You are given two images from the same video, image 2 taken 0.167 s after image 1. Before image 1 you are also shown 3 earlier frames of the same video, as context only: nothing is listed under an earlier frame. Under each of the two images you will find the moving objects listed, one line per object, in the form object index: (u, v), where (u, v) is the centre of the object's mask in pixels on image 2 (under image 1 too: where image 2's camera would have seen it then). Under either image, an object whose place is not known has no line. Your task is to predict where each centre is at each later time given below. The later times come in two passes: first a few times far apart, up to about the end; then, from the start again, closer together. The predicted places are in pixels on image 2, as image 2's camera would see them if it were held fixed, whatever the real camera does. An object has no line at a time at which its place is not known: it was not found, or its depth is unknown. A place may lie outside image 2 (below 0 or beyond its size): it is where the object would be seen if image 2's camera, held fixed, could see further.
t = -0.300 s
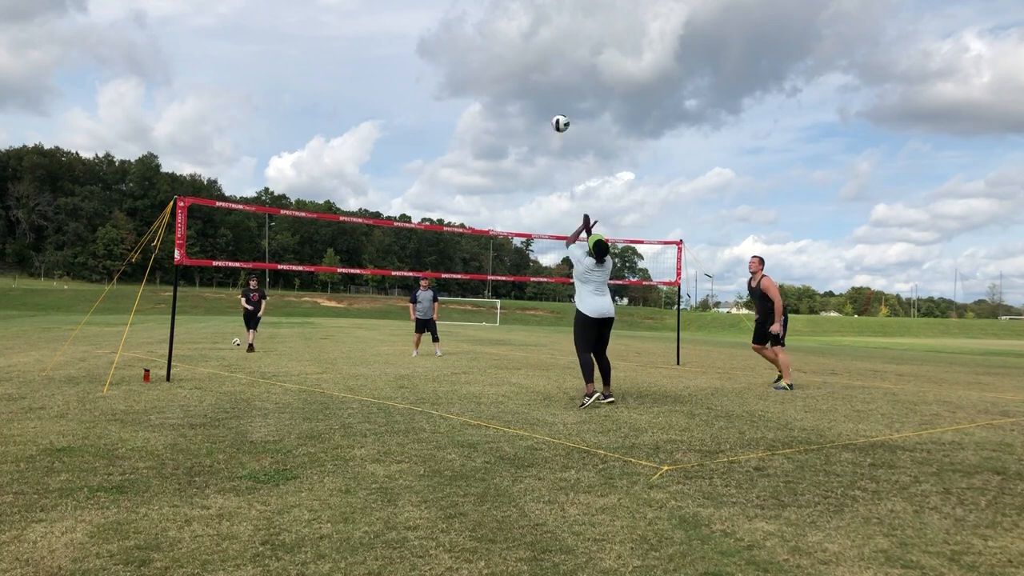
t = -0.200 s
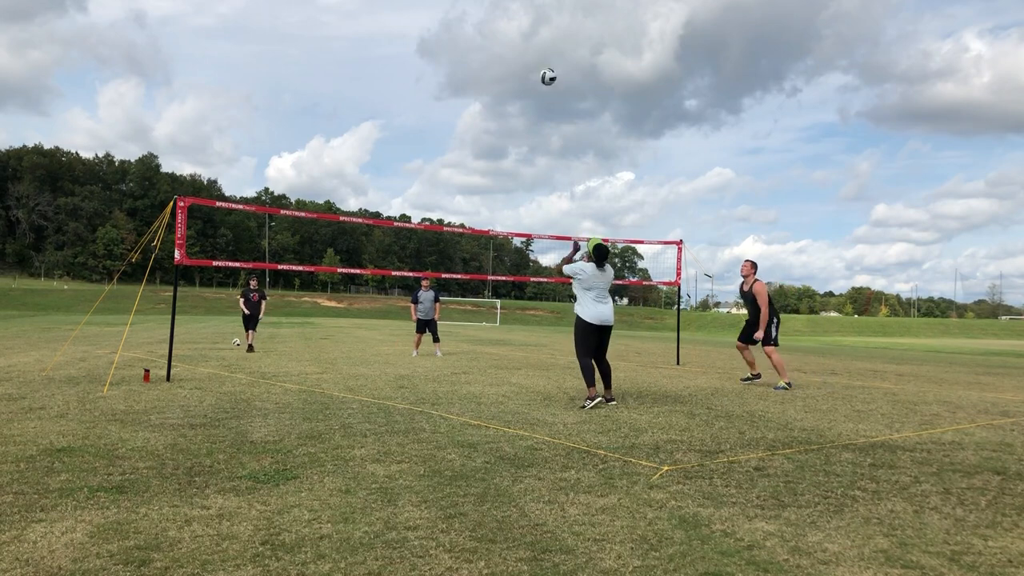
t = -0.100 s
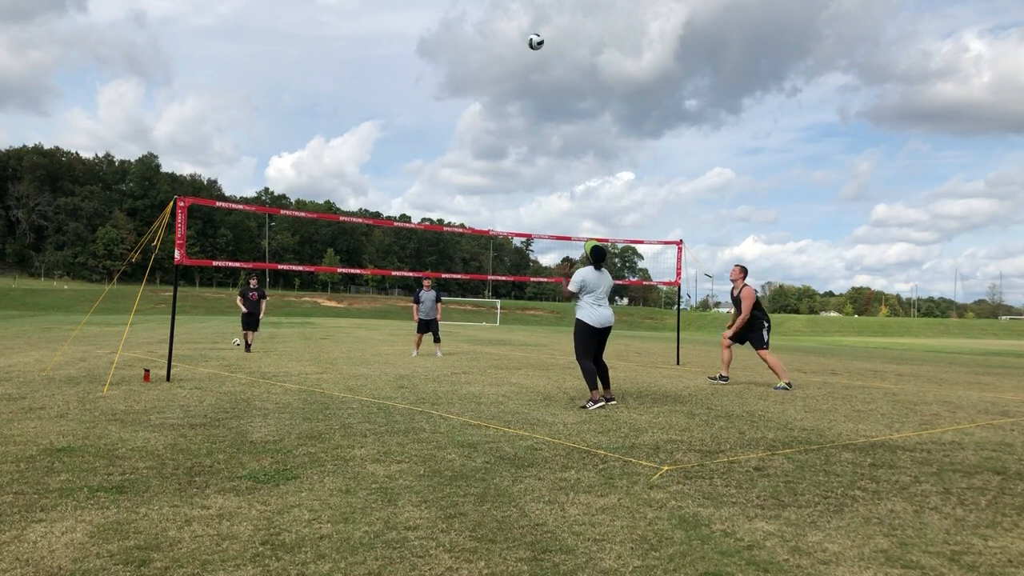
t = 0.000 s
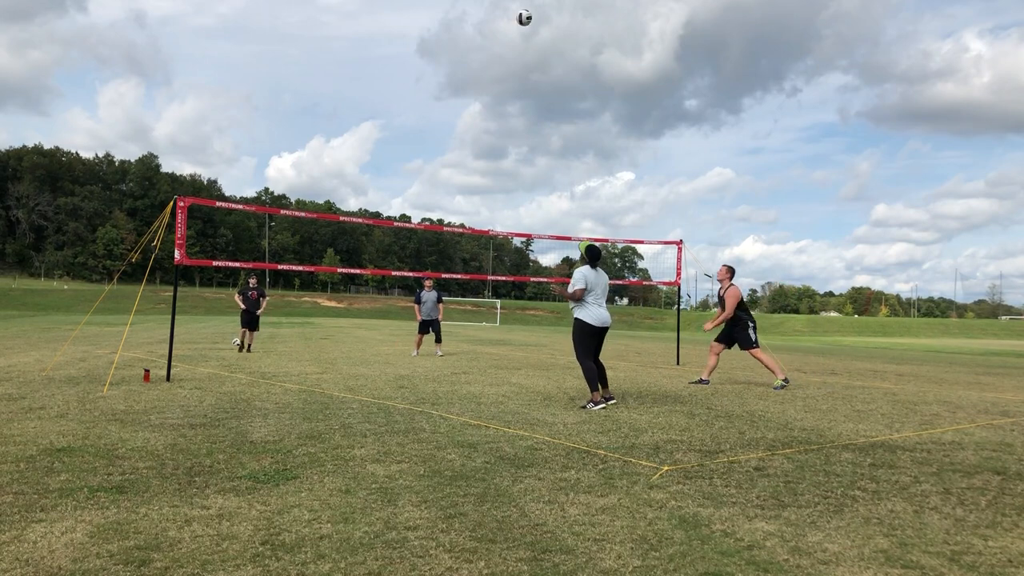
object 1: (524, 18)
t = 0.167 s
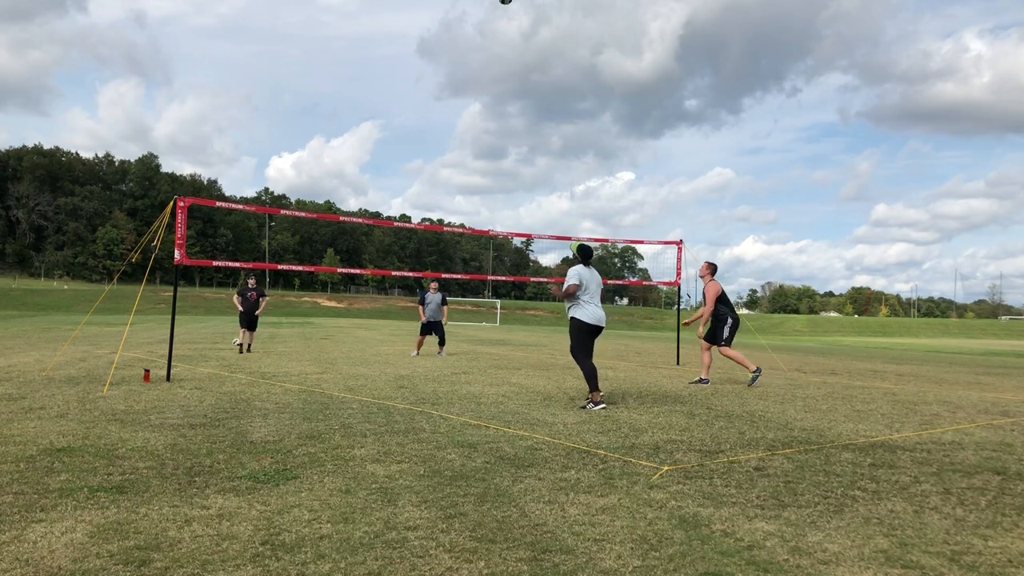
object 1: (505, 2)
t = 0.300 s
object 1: (492, 1)
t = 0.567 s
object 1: (468, 25)
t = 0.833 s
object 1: (448, 92)
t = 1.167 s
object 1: (429, 212)
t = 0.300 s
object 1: (492, 1)
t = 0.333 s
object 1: (489, 2)
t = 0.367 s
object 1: (486, 3)
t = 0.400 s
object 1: (483, 4)
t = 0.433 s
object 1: (479, 6)
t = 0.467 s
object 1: (477, 9)
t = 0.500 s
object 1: (474, 14)
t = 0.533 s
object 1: (471, 19)
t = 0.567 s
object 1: (468, 25)
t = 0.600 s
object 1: (466, 32)
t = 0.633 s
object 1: (463, 39)
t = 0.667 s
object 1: (460, 46)
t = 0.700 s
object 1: (458, 55)
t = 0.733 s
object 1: (455, 63)
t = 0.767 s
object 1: (453, 72)
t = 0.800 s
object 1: (450, 81)
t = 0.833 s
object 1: (448, 92)
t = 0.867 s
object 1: (446, 102)
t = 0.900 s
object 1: (444, 113)
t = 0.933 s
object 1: (442, 124)
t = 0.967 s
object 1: (440, 136)
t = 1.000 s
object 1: (438, 147)
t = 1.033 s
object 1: (435, 160)
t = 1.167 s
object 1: (429, 212)
